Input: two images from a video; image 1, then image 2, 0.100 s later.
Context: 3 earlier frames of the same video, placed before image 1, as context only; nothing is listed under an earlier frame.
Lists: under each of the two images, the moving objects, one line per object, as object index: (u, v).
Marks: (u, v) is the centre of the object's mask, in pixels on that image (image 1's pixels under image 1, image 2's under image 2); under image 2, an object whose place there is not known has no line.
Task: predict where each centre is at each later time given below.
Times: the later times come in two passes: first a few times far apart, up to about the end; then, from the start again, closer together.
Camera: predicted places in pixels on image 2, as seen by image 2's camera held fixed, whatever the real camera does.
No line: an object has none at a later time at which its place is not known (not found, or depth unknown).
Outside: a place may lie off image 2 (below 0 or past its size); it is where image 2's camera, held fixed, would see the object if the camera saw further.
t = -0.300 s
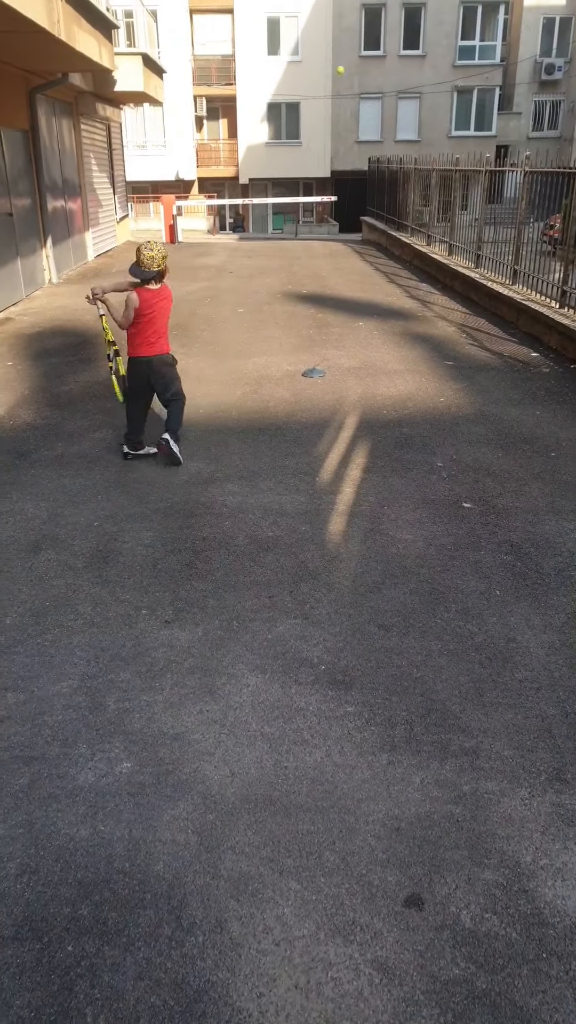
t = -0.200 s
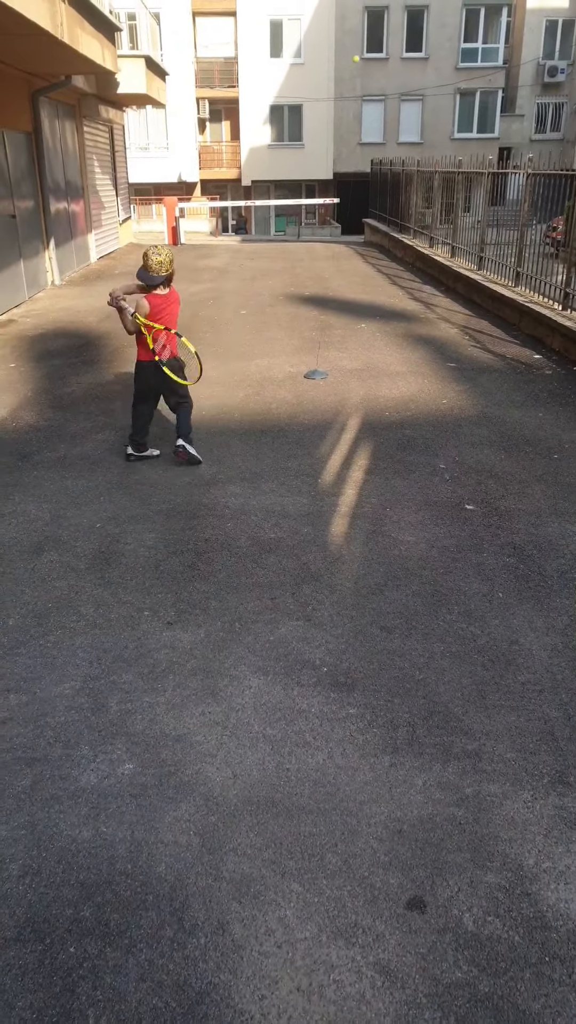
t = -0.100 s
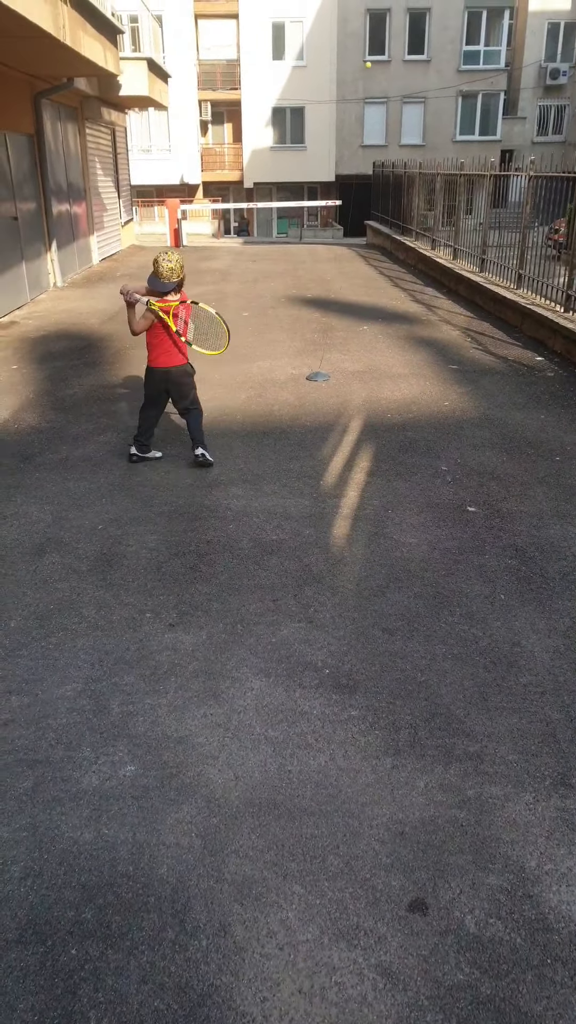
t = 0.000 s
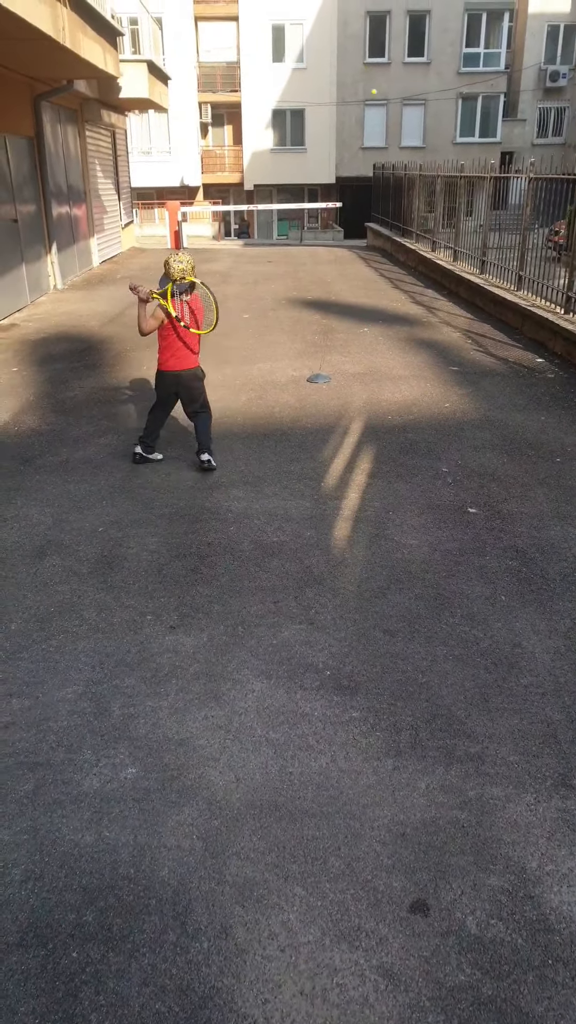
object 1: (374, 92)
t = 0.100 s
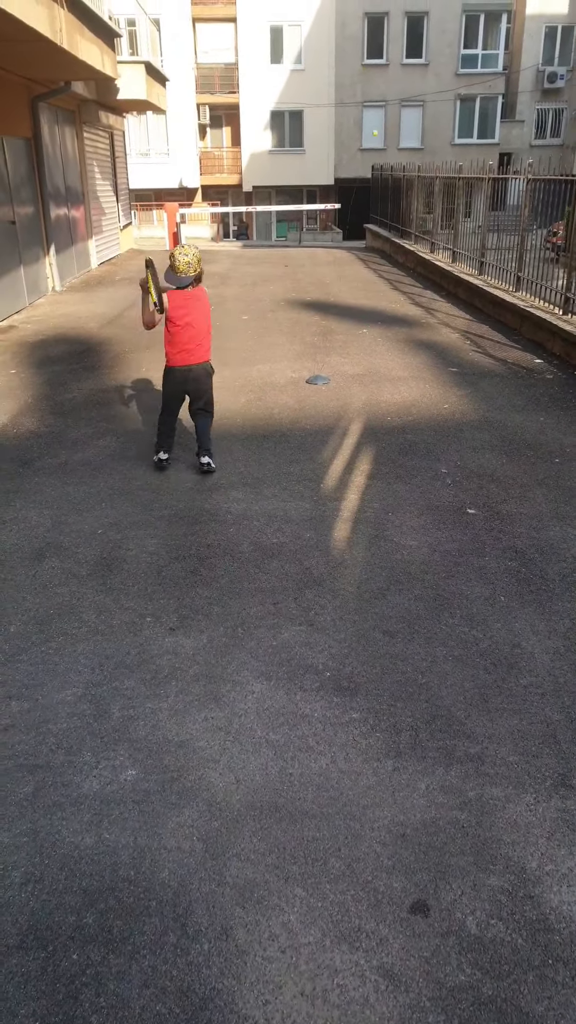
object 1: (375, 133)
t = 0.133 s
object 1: (375, 149)
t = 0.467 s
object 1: (368, 258)
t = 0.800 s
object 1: (351, 173)
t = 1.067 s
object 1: (331, 181)
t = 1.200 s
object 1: (320, 222)
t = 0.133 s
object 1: (375, 149)
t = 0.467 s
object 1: (368, 258)
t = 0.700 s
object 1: (357, 189)
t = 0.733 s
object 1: (355, 183)
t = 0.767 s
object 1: (353, 177)
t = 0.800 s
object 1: (351, 173)
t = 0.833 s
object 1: (349, 169)
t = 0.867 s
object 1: (347, 167)
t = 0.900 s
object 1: (344, 166)
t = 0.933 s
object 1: (342, 166)
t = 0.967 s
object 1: (339, 168)
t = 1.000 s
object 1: (337, 170)
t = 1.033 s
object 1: (334, 175)
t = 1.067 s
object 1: (331, 181)
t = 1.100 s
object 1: (328, 189)
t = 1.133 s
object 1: (326, 198)
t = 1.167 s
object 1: (322, 210)
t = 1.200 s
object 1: (320, 222)
